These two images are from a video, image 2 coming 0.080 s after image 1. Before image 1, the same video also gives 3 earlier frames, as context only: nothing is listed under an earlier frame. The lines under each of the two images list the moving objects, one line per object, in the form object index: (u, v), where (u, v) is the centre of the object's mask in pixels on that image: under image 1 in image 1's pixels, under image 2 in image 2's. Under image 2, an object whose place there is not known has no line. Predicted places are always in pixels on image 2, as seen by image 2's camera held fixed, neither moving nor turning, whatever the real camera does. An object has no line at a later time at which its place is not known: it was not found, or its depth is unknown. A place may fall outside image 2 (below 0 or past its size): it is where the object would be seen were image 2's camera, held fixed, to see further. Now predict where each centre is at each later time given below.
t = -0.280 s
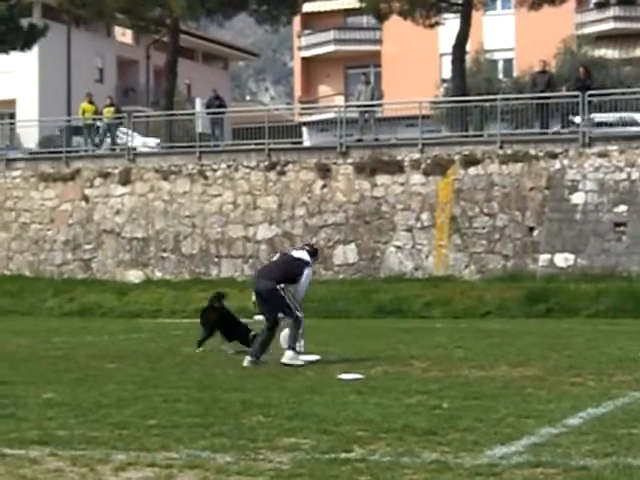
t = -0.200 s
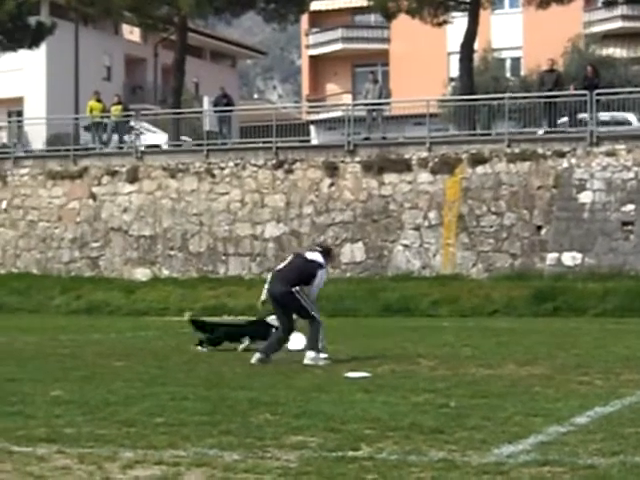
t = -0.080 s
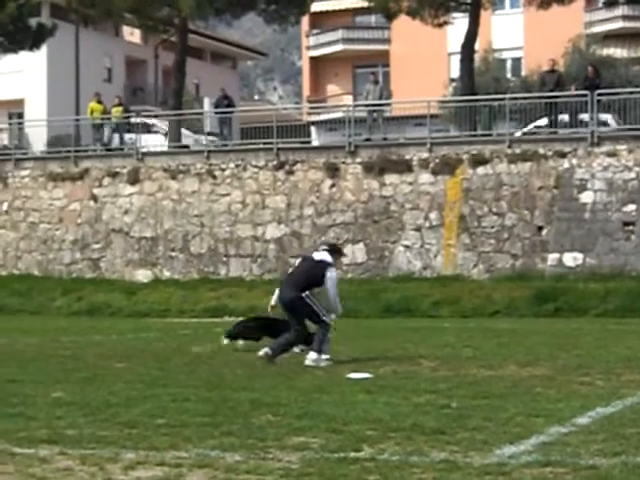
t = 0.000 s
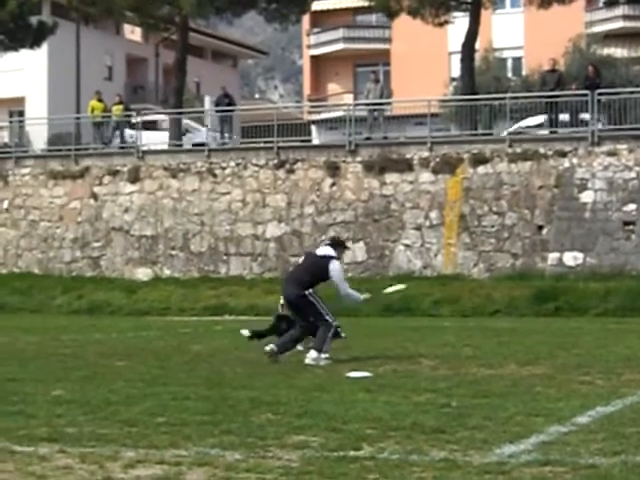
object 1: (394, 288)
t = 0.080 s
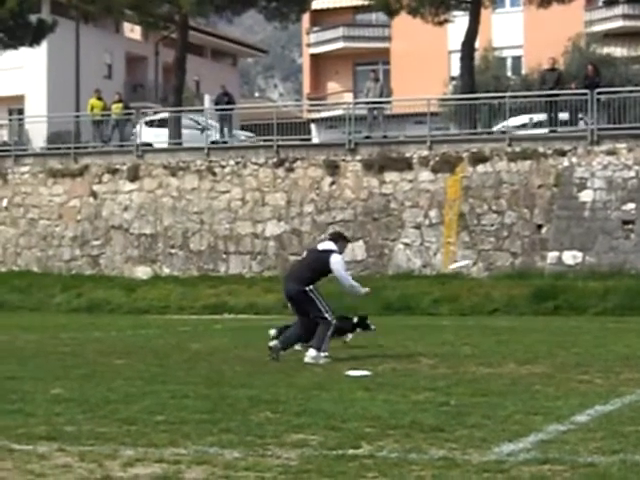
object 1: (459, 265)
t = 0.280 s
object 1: (624, 234)
